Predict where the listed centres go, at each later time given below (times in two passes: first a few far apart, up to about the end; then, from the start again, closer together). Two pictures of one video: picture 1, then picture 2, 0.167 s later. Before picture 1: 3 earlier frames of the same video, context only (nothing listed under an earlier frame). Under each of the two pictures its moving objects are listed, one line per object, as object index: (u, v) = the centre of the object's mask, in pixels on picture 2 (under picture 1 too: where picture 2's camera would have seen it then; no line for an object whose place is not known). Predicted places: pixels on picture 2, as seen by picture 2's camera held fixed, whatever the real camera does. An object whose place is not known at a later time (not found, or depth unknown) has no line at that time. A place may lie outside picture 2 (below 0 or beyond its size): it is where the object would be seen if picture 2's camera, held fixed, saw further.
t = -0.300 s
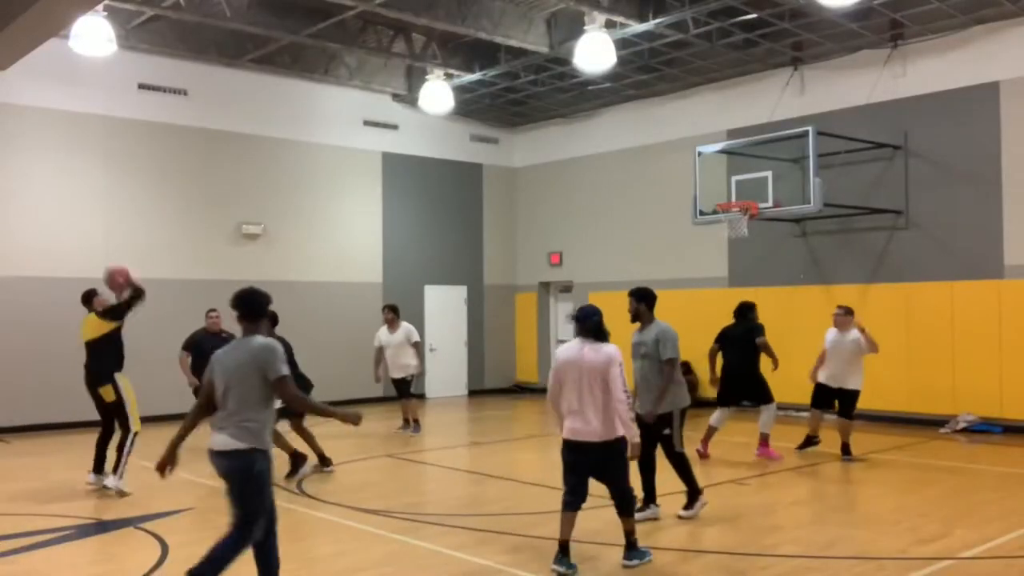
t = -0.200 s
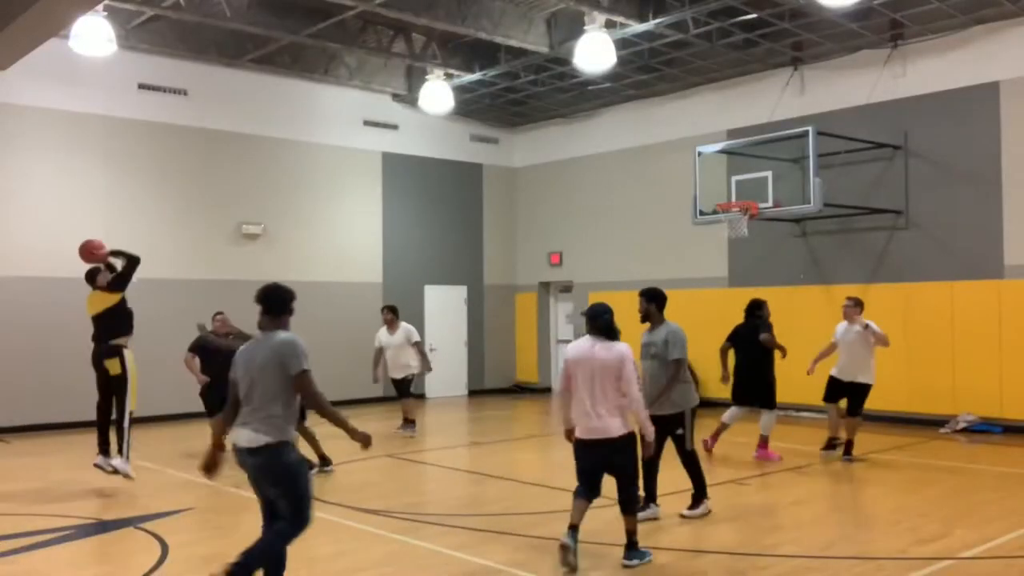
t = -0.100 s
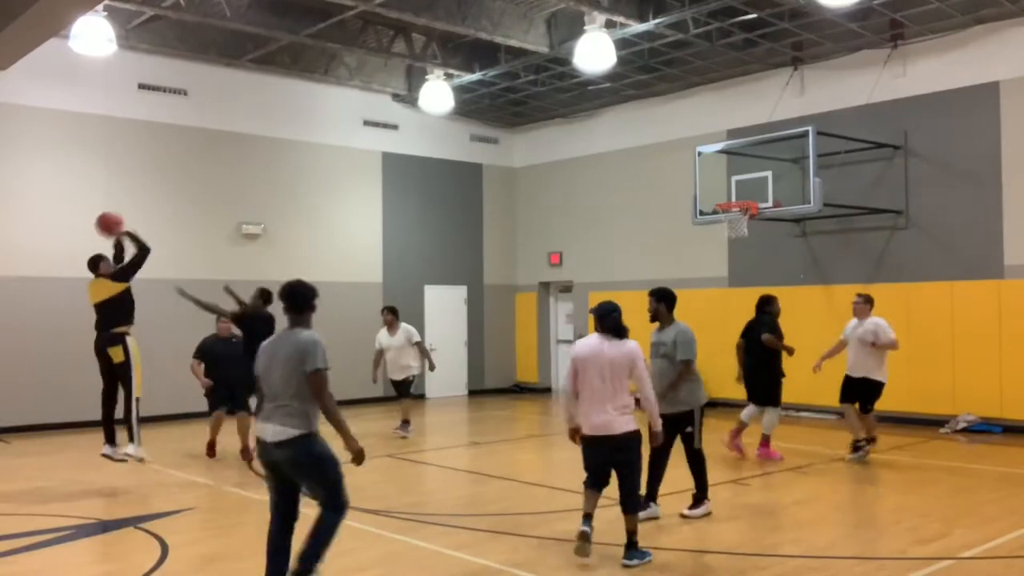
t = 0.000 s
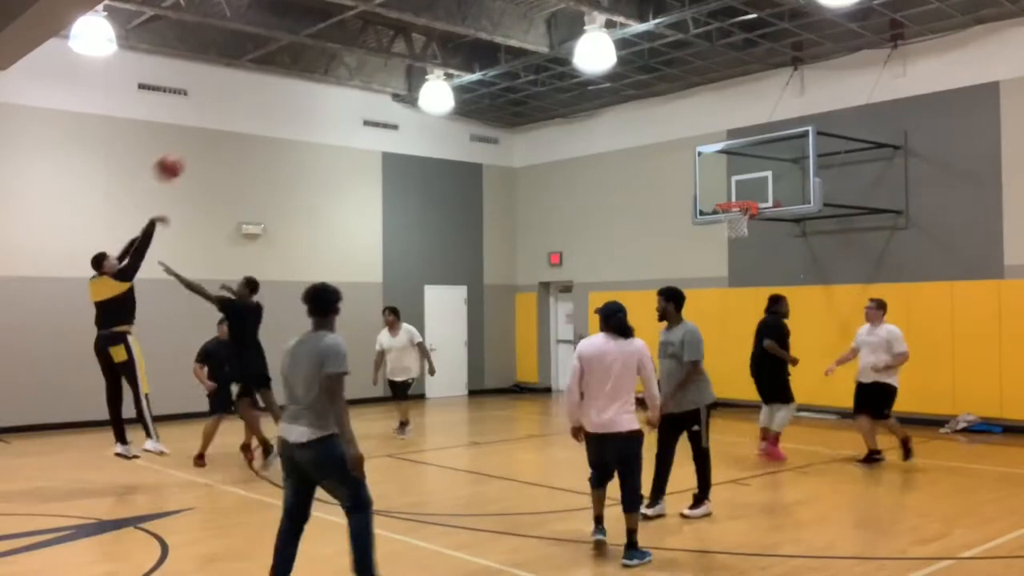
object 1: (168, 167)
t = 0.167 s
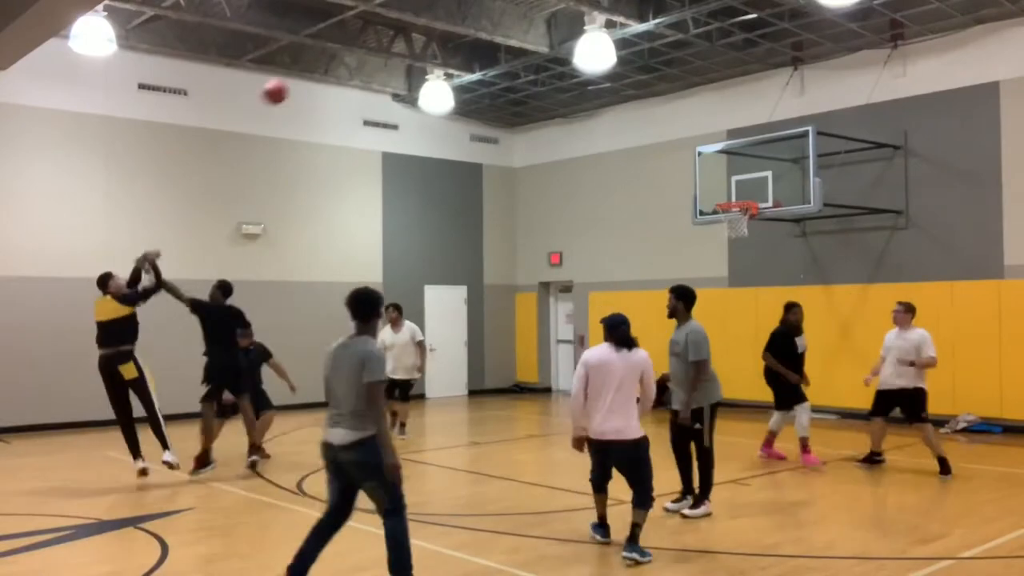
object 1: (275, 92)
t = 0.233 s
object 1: (312, 72)
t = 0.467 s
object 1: (441, 38)
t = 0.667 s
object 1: (535, 48)
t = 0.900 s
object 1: (633, 97)
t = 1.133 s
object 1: (724, 183)
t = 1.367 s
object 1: (739, 270)
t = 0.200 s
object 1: (294, 80)
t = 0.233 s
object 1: (312, 72)
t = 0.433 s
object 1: (422, 41)
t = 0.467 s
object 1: (441, 38)
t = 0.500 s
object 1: (456, 39)
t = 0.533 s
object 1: (473, 38)
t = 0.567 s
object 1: (488, 38)
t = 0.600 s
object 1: (504, 40)
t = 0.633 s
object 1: (520, 44)
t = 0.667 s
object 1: (535, 48)
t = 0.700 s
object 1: (552, 53)
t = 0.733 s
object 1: (564, 57)
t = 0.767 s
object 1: (578, 68)
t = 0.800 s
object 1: (596, 74)
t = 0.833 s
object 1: (609, 81)
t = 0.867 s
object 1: (622, 89)
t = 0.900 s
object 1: (633, 97)
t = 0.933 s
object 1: (649, 108)
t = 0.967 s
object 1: (662, 118)
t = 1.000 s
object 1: (675, 130)
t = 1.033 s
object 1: (687, 142)
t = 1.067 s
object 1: (699, 156)
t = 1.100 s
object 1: (712, 169)
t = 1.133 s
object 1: (724, 183)
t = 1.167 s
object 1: (735, 195)
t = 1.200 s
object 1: (748, 211)
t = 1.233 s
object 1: (745, 225)
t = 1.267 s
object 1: (744, 236)
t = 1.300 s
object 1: (742, 245)
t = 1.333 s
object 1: (741, 258)
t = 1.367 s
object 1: (739, 270)
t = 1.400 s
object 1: (738, 284)
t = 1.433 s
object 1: (737, 298)
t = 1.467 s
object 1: (736, 312)
